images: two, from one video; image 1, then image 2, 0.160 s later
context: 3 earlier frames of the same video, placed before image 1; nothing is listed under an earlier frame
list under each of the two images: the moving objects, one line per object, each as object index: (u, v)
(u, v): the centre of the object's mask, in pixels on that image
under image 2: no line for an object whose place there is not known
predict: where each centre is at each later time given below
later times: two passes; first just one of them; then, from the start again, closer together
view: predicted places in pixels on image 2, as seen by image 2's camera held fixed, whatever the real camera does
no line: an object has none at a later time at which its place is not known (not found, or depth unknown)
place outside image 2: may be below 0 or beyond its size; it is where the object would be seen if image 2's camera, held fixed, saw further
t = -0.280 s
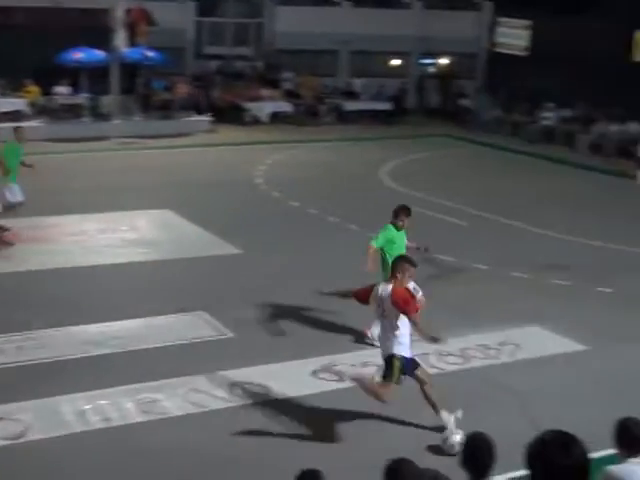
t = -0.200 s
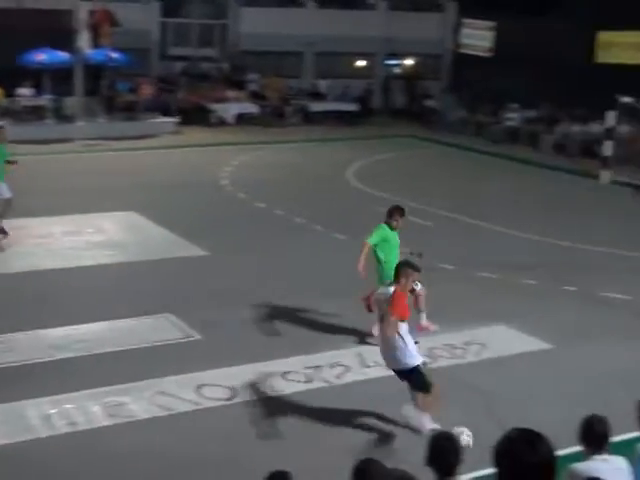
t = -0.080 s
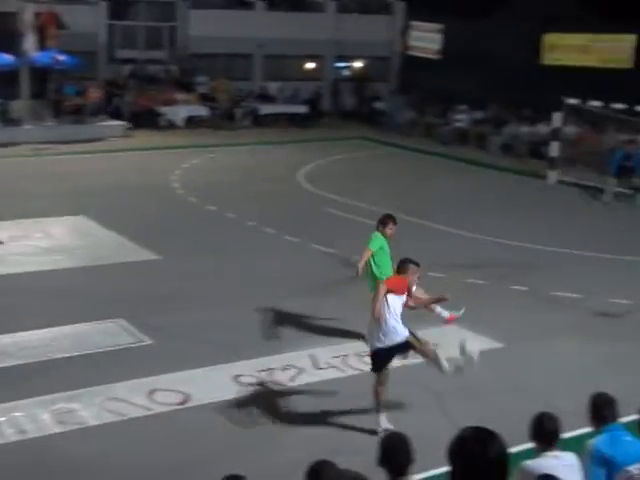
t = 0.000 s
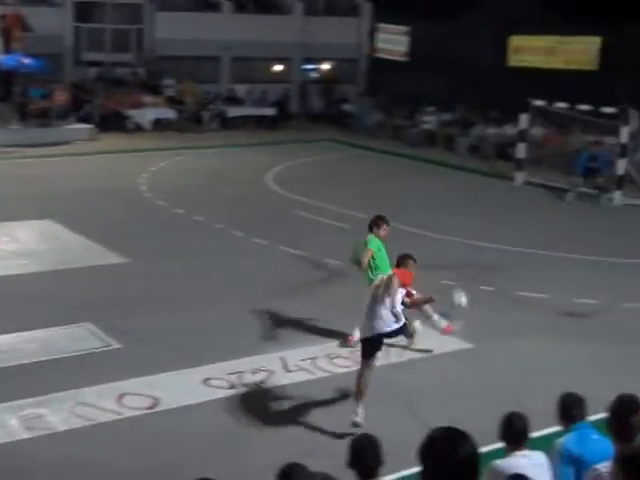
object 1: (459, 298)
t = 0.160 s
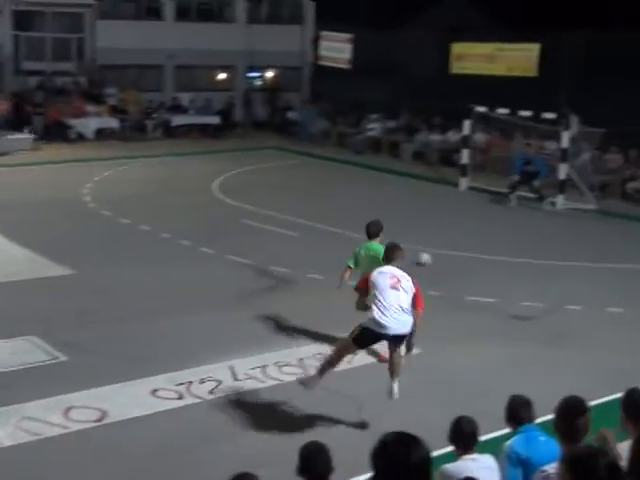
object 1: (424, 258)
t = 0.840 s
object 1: (428, 170)
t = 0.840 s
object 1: (428, 170)
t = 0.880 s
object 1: (428, 169)
